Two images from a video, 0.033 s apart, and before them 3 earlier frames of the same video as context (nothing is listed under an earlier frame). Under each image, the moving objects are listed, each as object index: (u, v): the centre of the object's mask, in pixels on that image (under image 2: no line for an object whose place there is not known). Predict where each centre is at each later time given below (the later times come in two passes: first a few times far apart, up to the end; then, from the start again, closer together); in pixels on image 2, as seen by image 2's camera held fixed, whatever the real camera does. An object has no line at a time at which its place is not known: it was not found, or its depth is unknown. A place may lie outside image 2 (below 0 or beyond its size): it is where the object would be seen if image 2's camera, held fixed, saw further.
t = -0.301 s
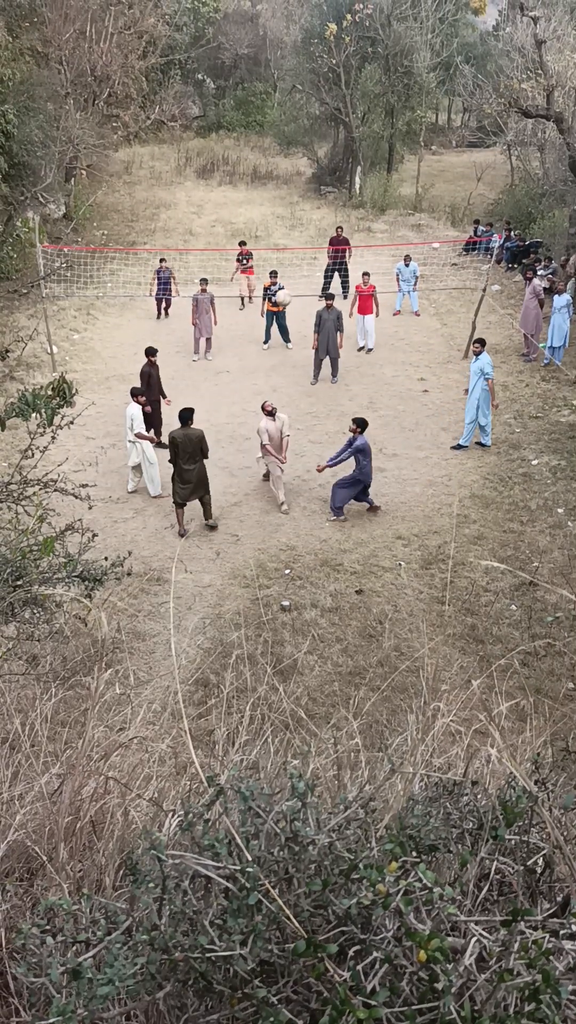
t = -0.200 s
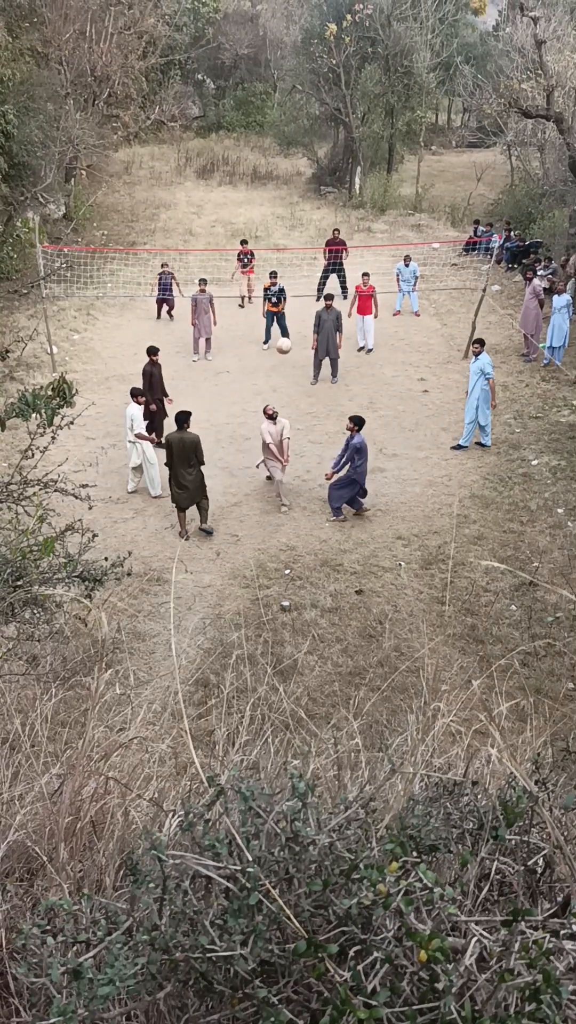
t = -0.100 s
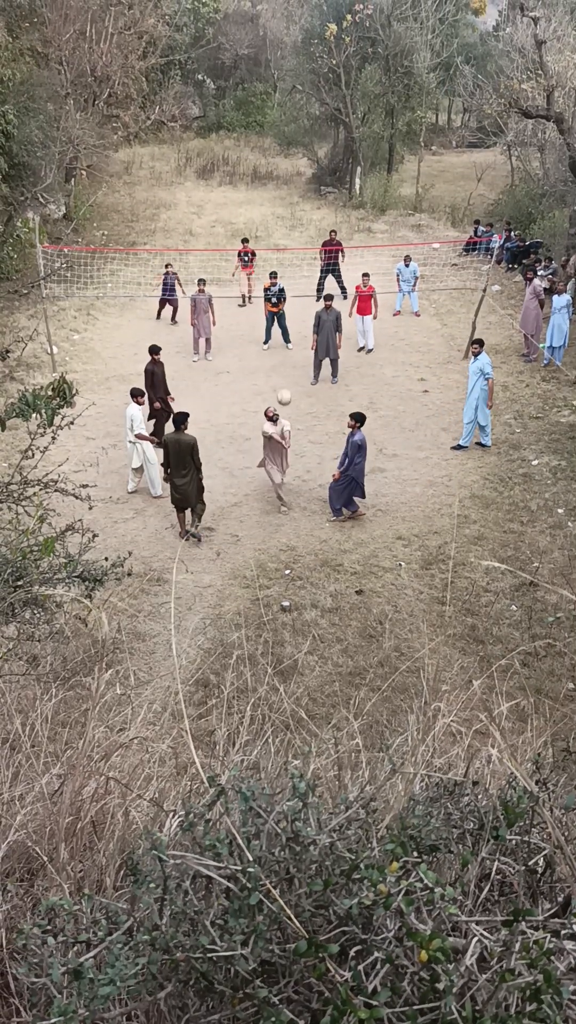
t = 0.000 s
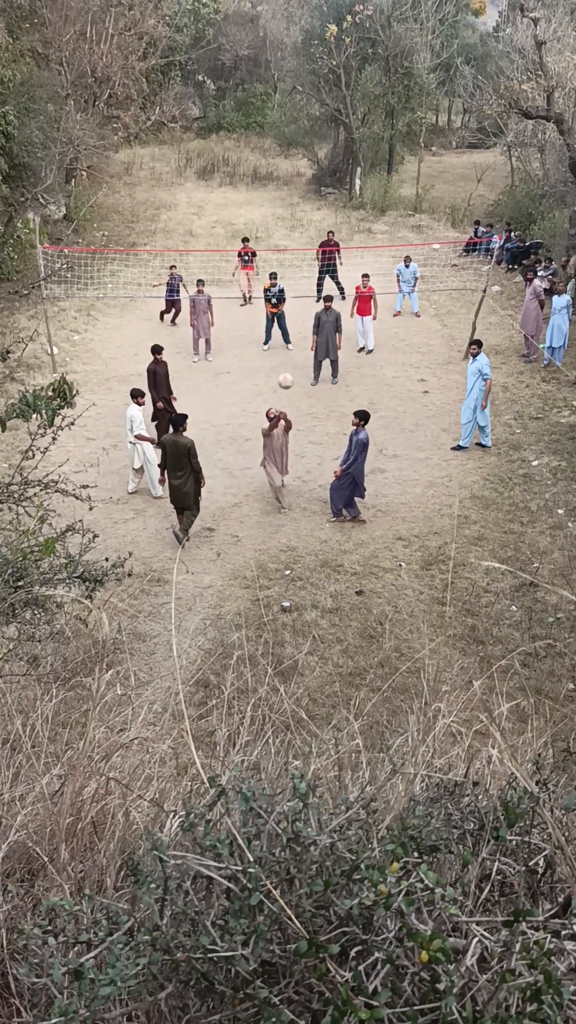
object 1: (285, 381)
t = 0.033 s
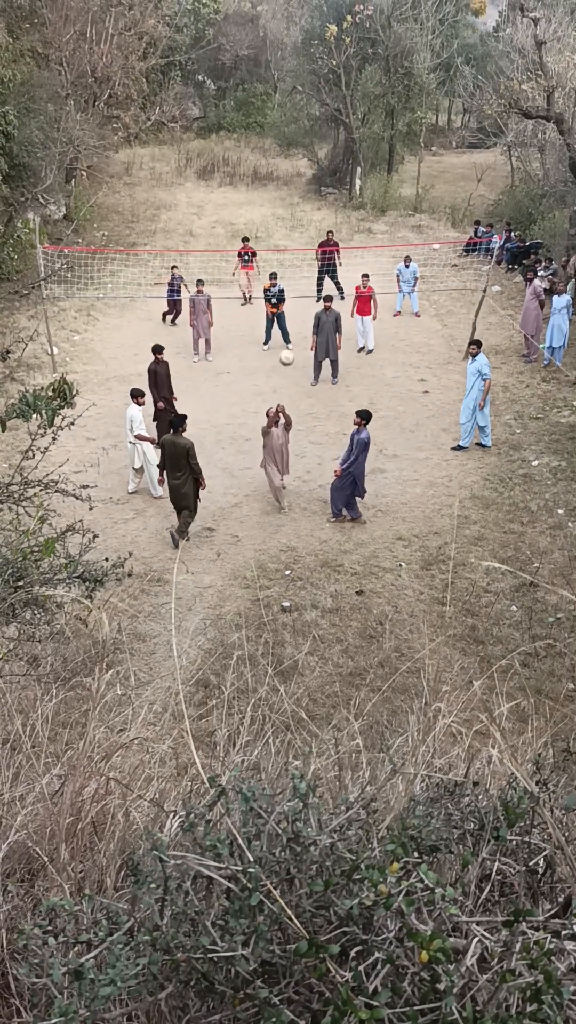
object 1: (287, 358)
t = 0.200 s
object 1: (292, 255)
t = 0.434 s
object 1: (302, 152)
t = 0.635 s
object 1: (311, 100)
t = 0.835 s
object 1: (320, 82)
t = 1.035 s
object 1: (328, 94)
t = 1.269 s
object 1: (336, 142)
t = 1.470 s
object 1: (341, 204)
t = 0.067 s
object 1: (288, 336)
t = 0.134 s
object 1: (290, 294)
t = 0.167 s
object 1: (291, 274)
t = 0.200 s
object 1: (292, 255)
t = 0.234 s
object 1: (293, 238)
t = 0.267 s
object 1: (294, 221)
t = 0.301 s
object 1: (296, 205)
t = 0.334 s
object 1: (298, 190)
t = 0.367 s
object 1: (299, 177)
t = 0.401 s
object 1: (301, 163)
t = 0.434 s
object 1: (302, 152)
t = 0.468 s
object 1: (303, 140)
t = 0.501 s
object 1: (305, 130)
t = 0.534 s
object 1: (306, 121)
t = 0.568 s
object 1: (308, 113)
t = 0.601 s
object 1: (310, 106)
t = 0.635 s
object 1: (311, 100)
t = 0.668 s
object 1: (313, 95)
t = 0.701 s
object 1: (314, 91)
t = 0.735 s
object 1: (316, 86)
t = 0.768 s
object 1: (317, 84)
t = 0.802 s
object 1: (319, 83)
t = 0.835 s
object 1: (320, 82)
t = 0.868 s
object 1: (321, 82)
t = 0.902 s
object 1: (323, 83)
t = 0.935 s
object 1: (324, 85)
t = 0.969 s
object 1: (325, 87)
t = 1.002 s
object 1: (327, 91)
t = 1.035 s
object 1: (328, 94)
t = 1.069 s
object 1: (329, 100)
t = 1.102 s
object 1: (331, 105)
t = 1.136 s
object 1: (332, 112)
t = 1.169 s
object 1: (333, 118)
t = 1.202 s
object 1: (334, 125)
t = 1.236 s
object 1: (335, 133)
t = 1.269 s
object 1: (336, 142)
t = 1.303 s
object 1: (337, 151)
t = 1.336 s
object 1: (338, 161)
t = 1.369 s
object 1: (339, 171)
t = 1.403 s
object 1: (339, 182)
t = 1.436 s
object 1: (340, 192)
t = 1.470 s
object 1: (341, 204)
